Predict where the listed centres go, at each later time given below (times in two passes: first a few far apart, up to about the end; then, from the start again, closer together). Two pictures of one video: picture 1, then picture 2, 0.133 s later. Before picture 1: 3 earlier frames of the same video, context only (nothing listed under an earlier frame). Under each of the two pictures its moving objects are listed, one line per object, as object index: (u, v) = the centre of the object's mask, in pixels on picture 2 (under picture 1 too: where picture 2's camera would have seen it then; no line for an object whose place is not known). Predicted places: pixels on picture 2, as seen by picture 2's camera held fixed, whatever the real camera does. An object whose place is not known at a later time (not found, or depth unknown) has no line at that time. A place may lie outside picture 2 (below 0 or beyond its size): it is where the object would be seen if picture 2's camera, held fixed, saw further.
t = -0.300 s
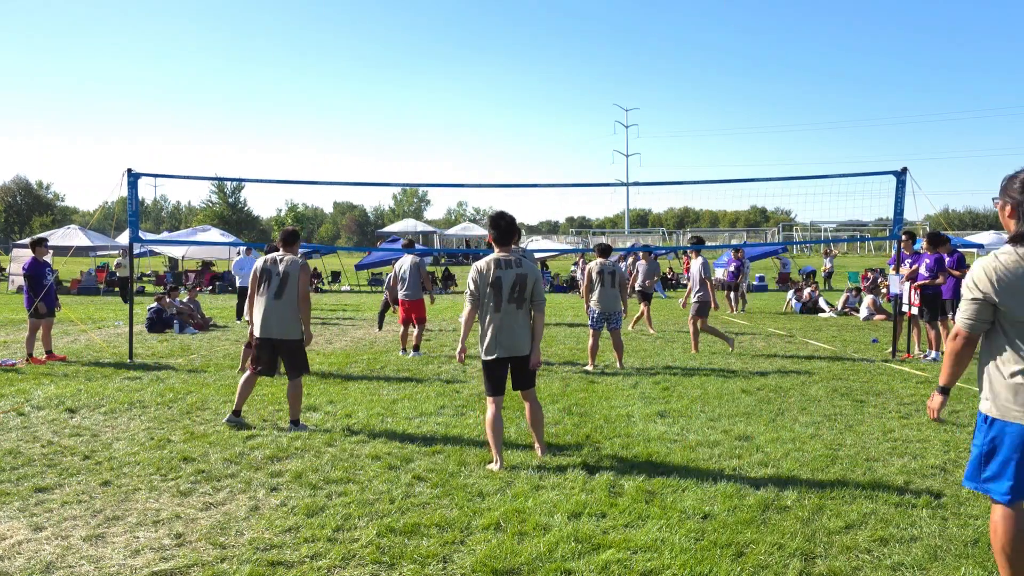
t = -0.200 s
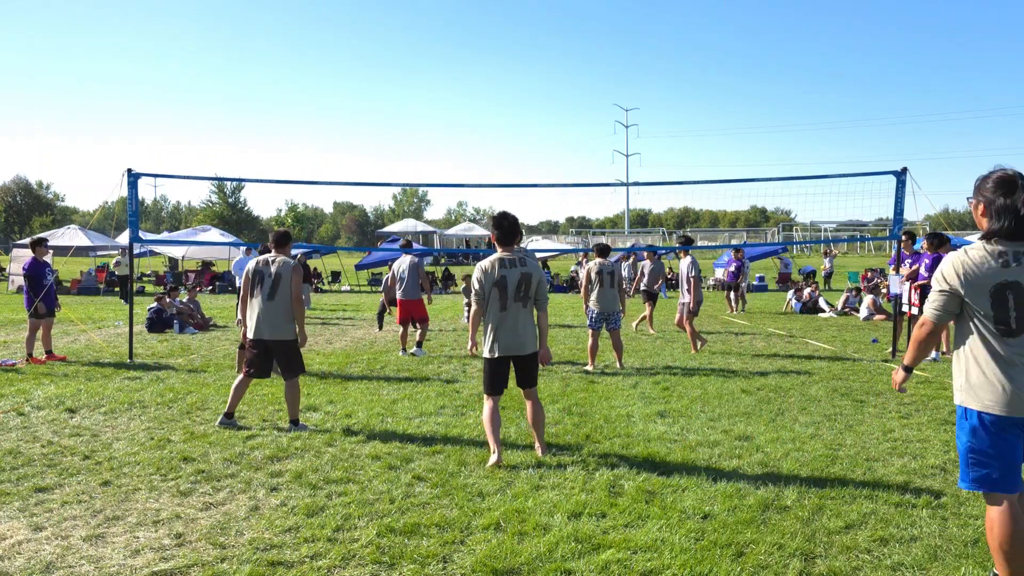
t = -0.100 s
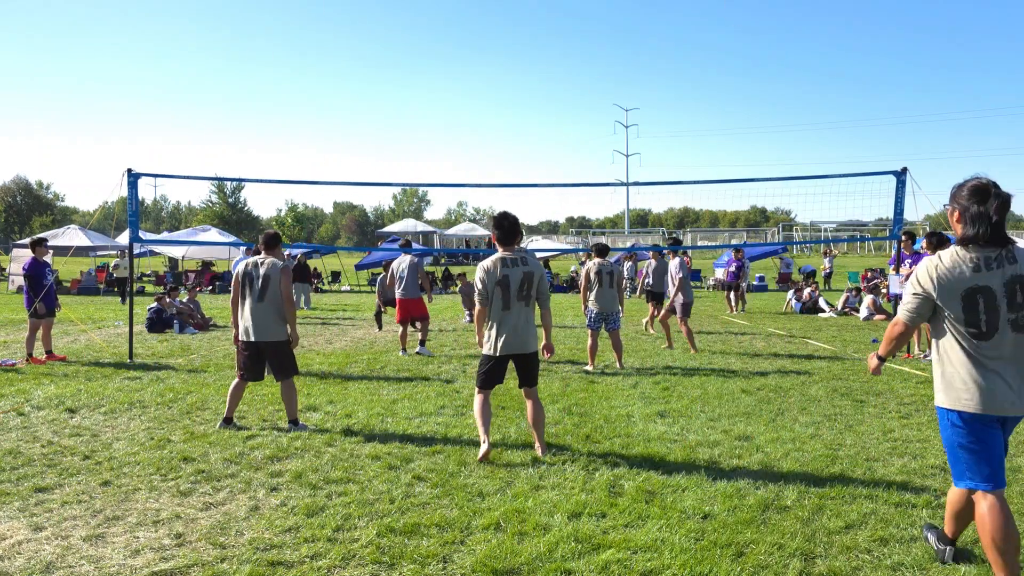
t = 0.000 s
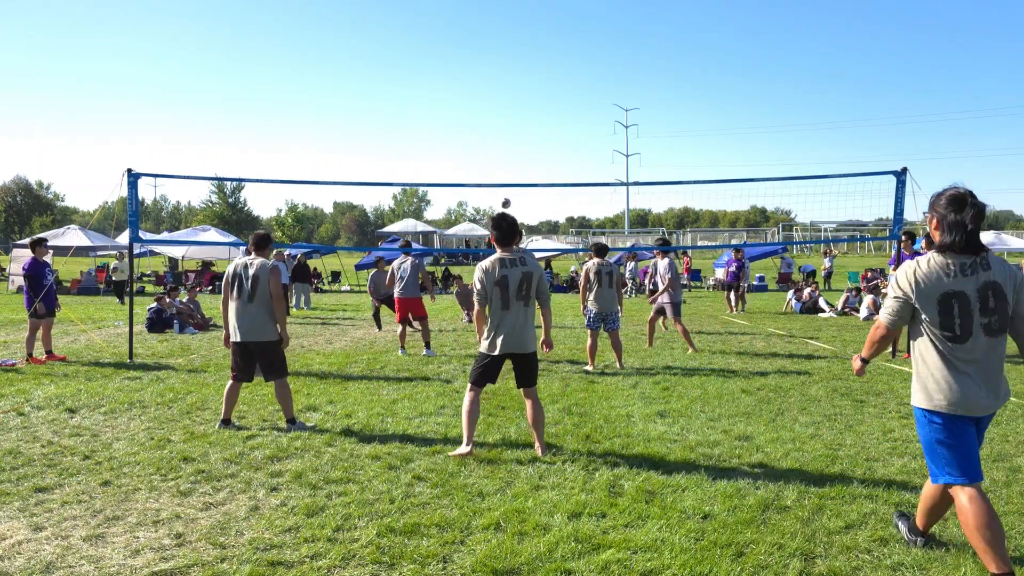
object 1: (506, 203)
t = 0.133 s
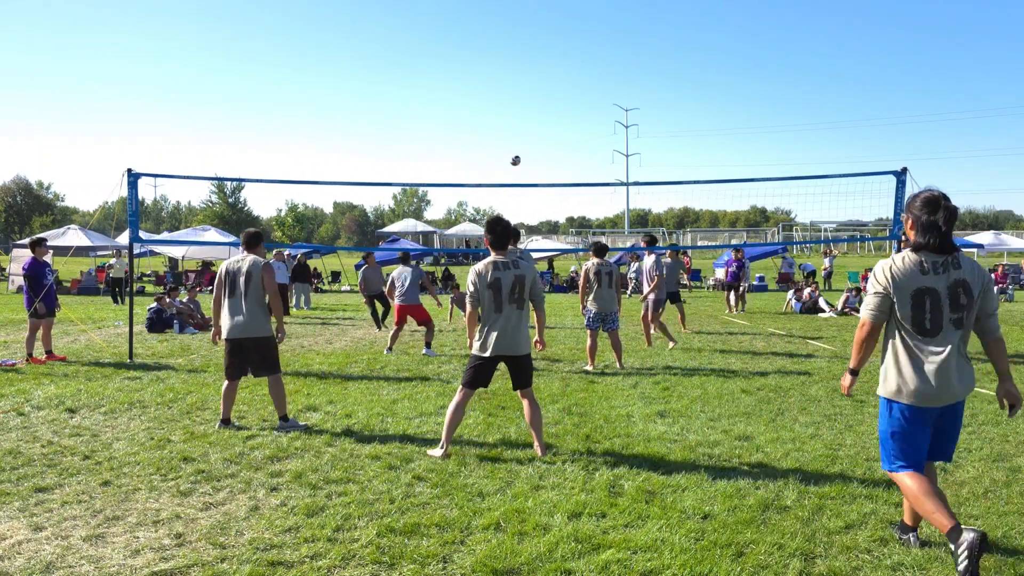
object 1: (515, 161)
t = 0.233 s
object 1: (523, 134)
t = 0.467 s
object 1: (541, 90)
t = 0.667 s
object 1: (559, 76)
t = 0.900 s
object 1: (581, 86)
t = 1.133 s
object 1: (602, 127)
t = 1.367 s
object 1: (623, 201)
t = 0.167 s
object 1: (518, 151)
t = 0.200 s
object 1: (520, 142)
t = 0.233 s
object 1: (523, 134)
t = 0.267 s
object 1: (525, 126)
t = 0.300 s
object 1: (528, 119)
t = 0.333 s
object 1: (531, 112)
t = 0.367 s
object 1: (533, 106)
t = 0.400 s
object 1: (536, 100)
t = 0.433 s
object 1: (539, 95)
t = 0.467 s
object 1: (541, 90)
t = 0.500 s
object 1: (544, 86)
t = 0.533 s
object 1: (547, 83)
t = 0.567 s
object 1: (550, 80)
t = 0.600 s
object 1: (553, 78)
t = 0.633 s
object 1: (556, 77)
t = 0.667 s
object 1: (559, 76)
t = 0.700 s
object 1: (562, 76)
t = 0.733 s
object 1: (565, 76)
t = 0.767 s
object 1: (568, 77)
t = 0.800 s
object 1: (571, 78)
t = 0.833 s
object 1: (574, 80)
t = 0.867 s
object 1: (577, 83)
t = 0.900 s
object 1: (581, 86)
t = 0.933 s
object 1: (584, 90)
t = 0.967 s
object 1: (587, 95)
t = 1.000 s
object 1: (590, 100)
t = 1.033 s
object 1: (593, 105)
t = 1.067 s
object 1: (596, 112)
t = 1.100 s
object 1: (599, 119)
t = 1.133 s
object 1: (602, 127)
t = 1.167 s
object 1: (606, 136)
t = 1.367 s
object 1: (623, 201)
